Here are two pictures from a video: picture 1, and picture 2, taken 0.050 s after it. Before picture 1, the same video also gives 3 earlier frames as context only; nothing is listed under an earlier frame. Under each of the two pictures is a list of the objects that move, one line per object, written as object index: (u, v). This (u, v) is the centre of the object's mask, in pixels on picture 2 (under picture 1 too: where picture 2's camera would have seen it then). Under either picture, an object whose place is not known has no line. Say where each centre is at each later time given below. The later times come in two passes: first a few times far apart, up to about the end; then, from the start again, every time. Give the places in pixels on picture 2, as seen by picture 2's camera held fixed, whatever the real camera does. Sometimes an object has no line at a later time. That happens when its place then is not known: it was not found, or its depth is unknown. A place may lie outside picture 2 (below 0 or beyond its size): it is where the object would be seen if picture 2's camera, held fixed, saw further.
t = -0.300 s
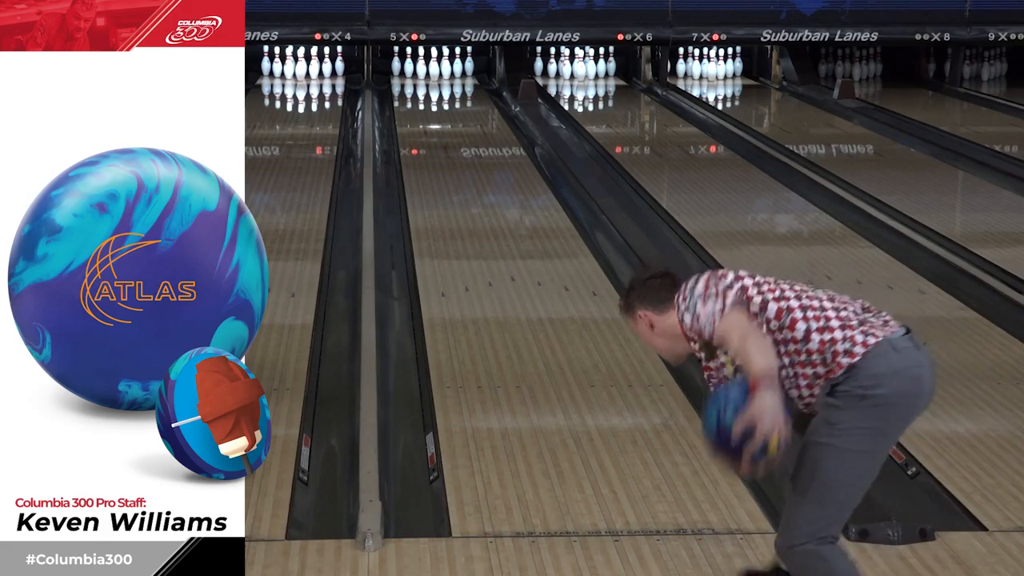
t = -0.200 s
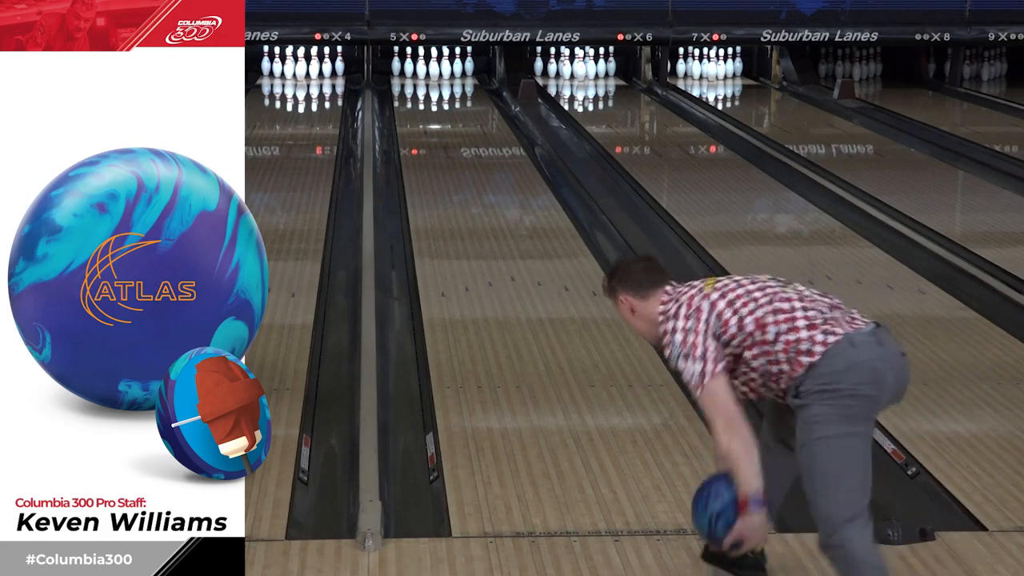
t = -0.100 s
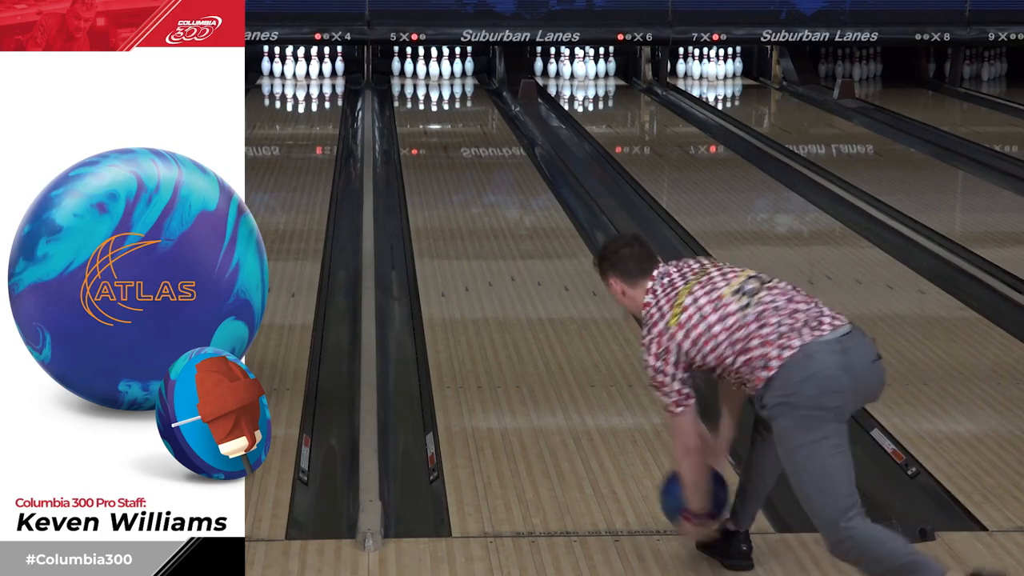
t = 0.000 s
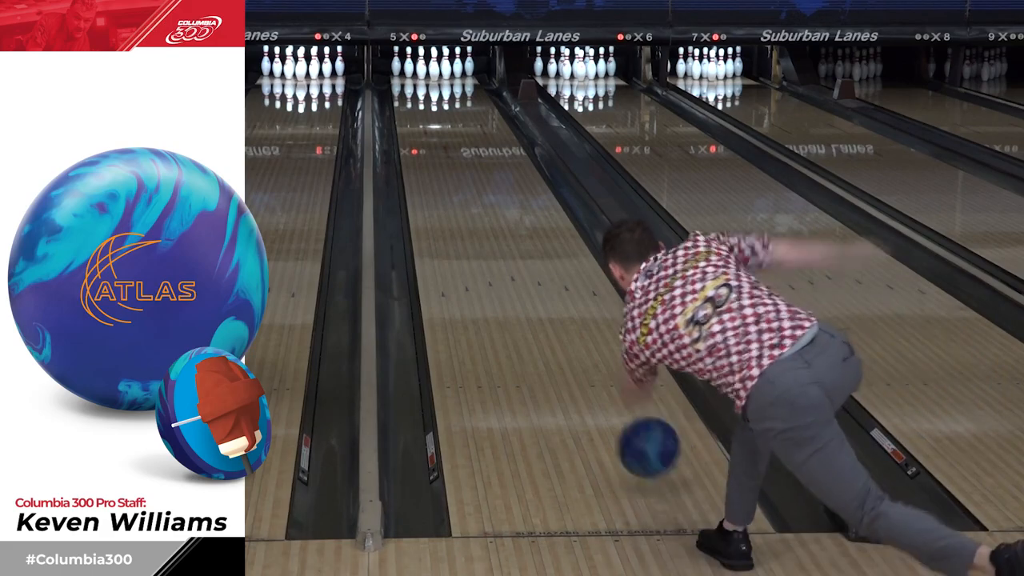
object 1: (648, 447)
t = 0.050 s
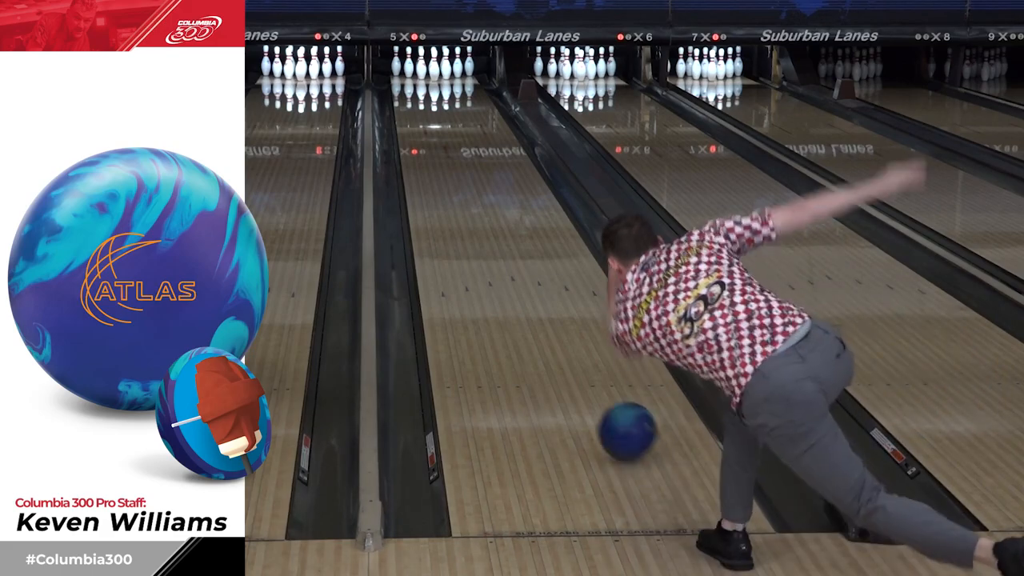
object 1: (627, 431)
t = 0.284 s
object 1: (553, 331)
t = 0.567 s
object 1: (497, 250)
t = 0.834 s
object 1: (462, 197)
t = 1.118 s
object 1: (436, 158)
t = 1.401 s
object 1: (419, 128)
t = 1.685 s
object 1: (411, 105)
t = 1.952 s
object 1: (413, 89)
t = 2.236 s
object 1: (424, 76)
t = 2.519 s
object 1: (423, 68)
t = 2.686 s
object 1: (418, 67)
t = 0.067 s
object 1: (620, 425)
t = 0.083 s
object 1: (614, 415)
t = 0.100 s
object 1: (608, 407)
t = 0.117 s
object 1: (602, 399)
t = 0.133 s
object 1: (597, 392)
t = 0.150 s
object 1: (592, 384)
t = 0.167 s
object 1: (587, 377)
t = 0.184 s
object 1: (581, 370)
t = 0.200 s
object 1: (576, 363)
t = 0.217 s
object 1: (571, 356)
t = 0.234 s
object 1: (566, 349)
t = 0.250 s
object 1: (562, 343)
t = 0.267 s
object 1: (558, 337)
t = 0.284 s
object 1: (553, 331)
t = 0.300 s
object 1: (549, 325)
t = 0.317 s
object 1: (545, 319)
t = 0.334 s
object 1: (541, 313)
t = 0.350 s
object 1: (538, 308)
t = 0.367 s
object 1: (534, 303)
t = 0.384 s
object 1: (530, 297)
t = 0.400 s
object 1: (527, 293)
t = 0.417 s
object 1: (523, 288)
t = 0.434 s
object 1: (520, 283)
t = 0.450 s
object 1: (517, 279)
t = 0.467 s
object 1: (514, 274)
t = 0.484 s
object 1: (511, 270)
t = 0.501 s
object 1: (508, 266)
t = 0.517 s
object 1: (505, 262)
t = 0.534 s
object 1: (502, 257)
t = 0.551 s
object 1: (500, 253)
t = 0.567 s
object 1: (497, 250)
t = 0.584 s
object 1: (494, 246)
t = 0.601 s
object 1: (492, 242)
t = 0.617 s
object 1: (489, 239)
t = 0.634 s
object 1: (487, 235)
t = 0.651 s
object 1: (485, 231)
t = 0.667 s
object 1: (482, 228)
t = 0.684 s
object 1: (480, 225)
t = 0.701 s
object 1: (478, 221)
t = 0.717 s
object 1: (476, 218)
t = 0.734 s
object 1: (474, 215)
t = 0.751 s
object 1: (471, 212)
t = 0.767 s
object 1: (470, 209)
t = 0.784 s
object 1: (467, 206)
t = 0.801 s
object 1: (466, 203)
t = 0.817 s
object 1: (464, 200)
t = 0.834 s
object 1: (462, 197)
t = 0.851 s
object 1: (460, 195)
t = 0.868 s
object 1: (459, 192)
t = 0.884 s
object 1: (457, 189)
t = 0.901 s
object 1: (455, 187)
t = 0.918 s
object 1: (454, 184)
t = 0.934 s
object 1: (452, 182)
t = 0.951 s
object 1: (450, 180)
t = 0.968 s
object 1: (449, 177)
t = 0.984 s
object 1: (447, 175)
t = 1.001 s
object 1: (445, 172)
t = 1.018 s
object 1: (444, 170)
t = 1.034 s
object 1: (443, 168)
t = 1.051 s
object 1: (442, 166)
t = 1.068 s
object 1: (440, 164)
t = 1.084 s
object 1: (439, 162)
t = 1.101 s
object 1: (438, 159)
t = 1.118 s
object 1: (436, 158)
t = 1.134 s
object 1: (435, 156)
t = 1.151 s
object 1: (434, 154)
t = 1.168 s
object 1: (433, 152)
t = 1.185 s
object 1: (432, 150)
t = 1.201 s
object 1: (430, 147)
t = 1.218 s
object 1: (429, 146)
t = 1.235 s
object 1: (428, 144)
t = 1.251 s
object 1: (427, 142)
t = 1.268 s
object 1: (426, 140)
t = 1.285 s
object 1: (425, 139)
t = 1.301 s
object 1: (424, 138)
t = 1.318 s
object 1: (423, 136)
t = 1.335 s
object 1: (422, 134)
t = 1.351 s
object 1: (421, 133)
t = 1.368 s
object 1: (420, 131)
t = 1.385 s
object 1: (420, 130)
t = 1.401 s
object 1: (419, 128)
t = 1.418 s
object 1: (418, 126)
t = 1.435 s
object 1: (418, 126)
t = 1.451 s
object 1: (417, 124)
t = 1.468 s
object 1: (416, 123)
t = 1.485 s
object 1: (415, 121)
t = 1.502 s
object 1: (415, 119)
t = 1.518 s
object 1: (414, 118)
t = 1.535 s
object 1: (414, 117)
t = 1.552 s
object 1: (413, 115)
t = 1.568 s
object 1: (413, 114)
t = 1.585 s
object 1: (412, 113)
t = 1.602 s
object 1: (412, 112)
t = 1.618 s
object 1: (412, 111)
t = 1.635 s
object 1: (412, 110)
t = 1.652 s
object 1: (411, 109)
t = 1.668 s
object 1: (411, 107)
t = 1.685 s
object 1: (411, 105)
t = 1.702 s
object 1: (410, 104)
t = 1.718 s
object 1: (410, 103)
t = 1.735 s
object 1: (410, 102)
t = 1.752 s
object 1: (410, 101)
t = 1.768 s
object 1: (410, 100)
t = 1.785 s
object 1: (410, 99)
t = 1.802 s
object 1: (411, 98)
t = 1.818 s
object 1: (411, 97)
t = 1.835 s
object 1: (411, 96)
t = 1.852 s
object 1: (411, 95)
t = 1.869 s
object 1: (411, 94)
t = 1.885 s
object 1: (412, 93)
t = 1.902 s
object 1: (412, 92)
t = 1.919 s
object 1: (412, 91)
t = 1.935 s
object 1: (412, 90)
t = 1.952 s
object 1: (413, 89)
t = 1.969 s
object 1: (413, 88)
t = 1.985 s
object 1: (414, 87)
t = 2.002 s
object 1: (415, 86)
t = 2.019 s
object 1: (415, 86)
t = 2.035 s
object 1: (416, 85)
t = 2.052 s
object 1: (416, 84)
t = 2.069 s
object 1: (417, 83)
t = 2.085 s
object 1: (418, 82)
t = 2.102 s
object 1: (419, 82)
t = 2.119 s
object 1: (420, 81)
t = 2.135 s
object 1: (420, 80)
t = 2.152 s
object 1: (421, 80)
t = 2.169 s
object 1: (422, 79)
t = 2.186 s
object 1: (422, 78)
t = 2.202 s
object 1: (423, 77)
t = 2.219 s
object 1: (423, 77)
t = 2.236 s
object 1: (424, 76)
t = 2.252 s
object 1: (425, 75)
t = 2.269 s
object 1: (425, 75)
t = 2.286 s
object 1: (426, 74)
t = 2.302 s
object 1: (427, 73)
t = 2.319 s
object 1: (426, 72)
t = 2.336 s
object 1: (426, 72)
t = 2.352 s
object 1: (425, 72)
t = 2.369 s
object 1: (425, 71)
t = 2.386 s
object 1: (426, 71)
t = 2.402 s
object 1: (426, 70)
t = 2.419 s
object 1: (426, 70)
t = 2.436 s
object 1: (426, 70)
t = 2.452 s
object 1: (425, 69)
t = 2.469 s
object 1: (424, 69)
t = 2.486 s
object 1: (424, 68)
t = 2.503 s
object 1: (423, 68)
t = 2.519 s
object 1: (423, 68)
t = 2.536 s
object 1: (422, 68)
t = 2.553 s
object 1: (422, 67)
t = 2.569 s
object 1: (421, 67)
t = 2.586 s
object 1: (422, 66)
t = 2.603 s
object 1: (420, 65)
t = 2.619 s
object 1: (420, 65)
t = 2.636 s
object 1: (419, 65)
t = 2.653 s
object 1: (419, 65)
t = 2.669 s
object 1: (419, 66)
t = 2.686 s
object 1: (418, 67)
